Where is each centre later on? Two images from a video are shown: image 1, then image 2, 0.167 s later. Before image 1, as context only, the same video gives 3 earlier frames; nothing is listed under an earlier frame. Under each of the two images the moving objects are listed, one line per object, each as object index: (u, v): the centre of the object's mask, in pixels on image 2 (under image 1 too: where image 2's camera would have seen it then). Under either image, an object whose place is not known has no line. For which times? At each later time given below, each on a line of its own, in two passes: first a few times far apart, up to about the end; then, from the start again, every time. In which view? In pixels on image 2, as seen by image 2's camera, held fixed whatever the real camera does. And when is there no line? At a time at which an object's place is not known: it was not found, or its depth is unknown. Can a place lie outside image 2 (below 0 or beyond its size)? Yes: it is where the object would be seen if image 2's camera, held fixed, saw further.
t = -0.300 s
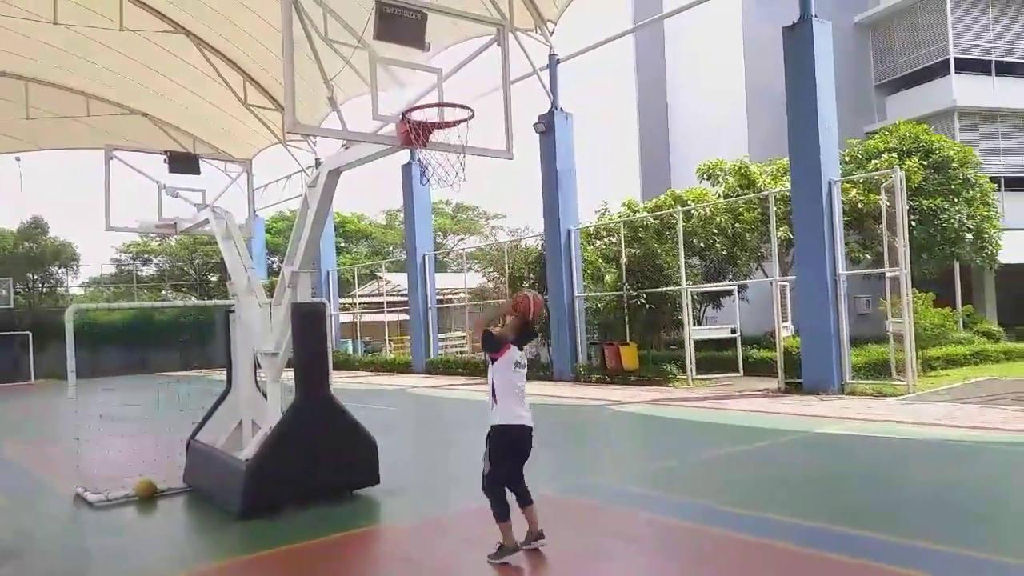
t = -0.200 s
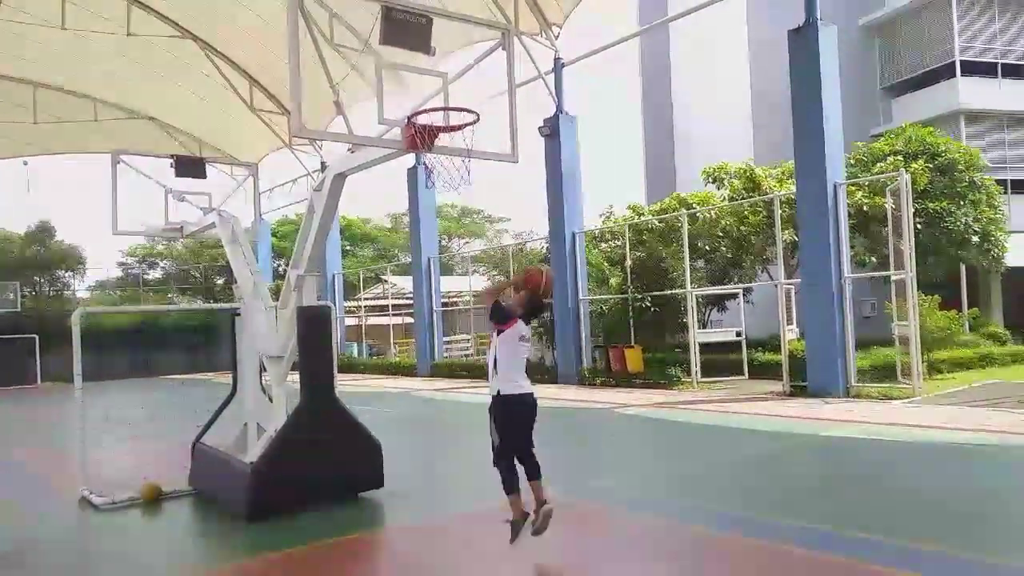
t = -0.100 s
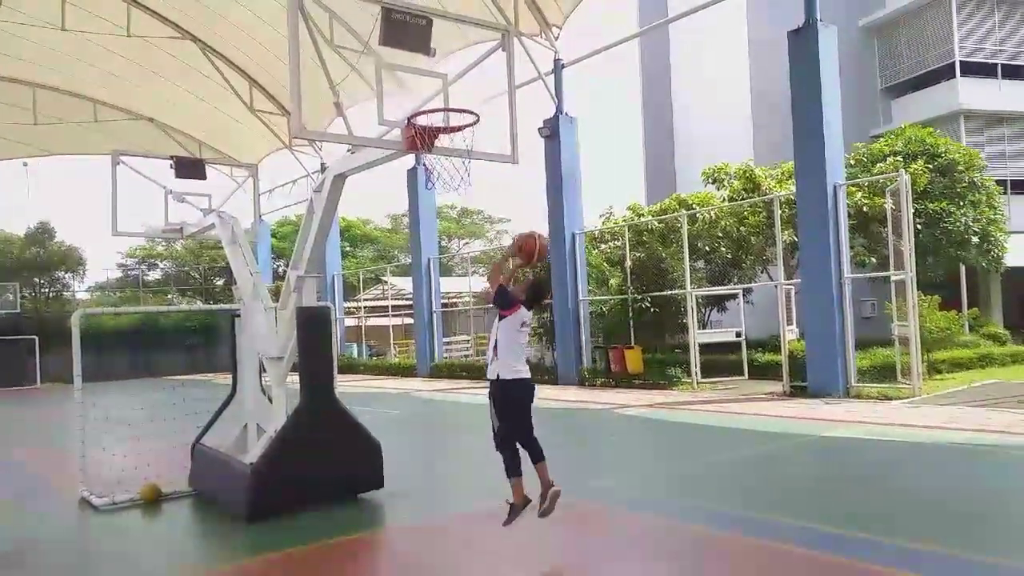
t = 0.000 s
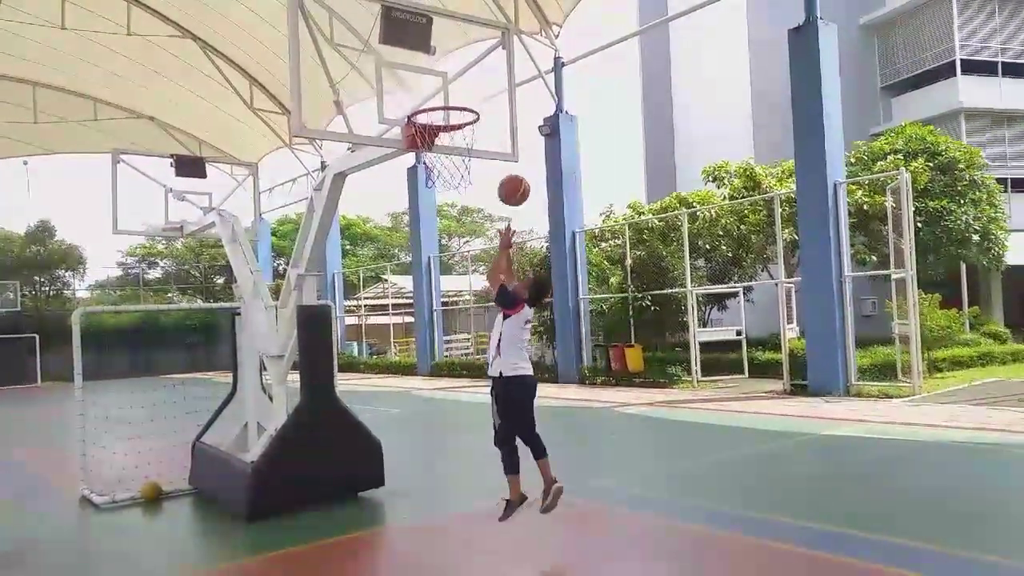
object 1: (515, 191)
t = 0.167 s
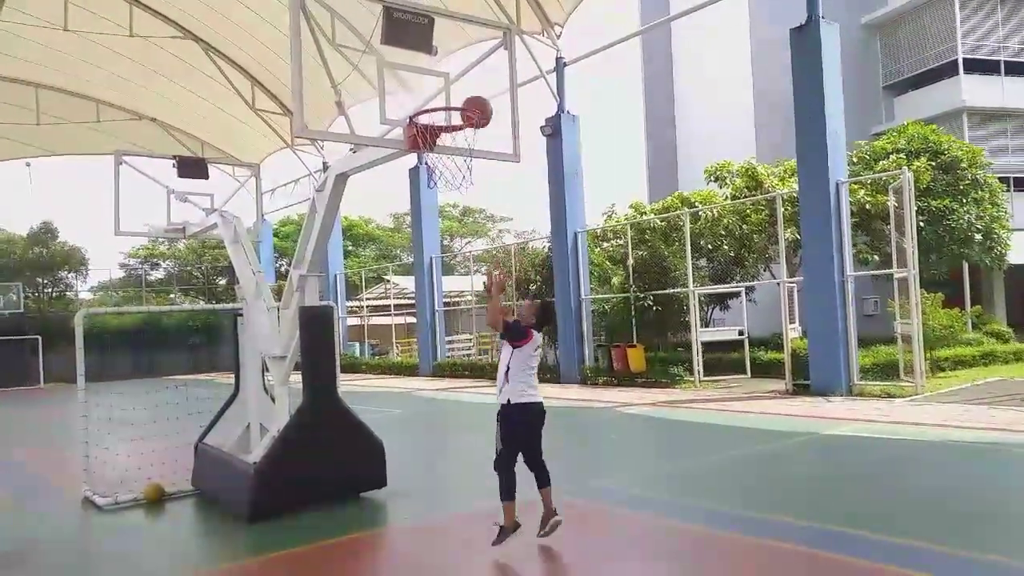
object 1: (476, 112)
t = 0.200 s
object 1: (468, 100)
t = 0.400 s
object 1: (444, 71)
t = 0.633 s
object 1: (435, 112)
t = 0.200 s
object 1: (468, 100)
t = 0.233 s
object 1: (460, 90)
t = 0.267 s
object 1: (452, 82)
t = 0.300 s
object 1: (446, 76)
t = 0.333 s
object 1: (445, 73)
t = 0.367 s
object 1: (445, 71)
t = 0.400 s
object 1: (444, 71)
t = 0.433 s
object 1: (443, 71)
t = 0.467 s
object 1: (440, 74)
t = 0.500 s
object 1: (438, 78)
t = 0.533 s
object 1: (438, 85)
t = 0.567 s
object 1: (437, 92)
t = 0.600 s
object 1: (437, 102)
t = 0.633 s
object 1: (435, 112)
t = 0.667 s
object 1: (436, 128)
